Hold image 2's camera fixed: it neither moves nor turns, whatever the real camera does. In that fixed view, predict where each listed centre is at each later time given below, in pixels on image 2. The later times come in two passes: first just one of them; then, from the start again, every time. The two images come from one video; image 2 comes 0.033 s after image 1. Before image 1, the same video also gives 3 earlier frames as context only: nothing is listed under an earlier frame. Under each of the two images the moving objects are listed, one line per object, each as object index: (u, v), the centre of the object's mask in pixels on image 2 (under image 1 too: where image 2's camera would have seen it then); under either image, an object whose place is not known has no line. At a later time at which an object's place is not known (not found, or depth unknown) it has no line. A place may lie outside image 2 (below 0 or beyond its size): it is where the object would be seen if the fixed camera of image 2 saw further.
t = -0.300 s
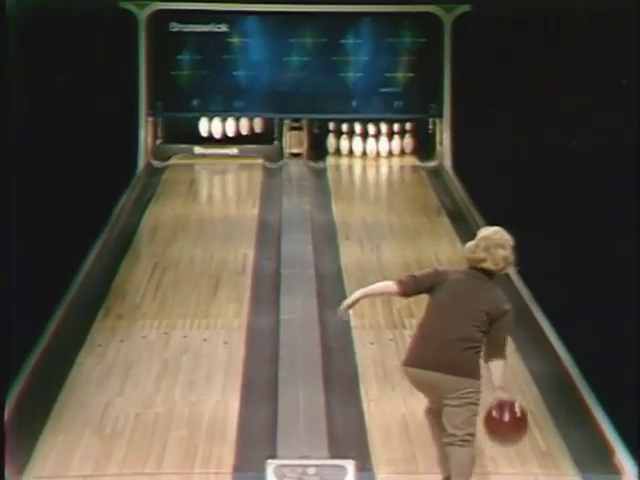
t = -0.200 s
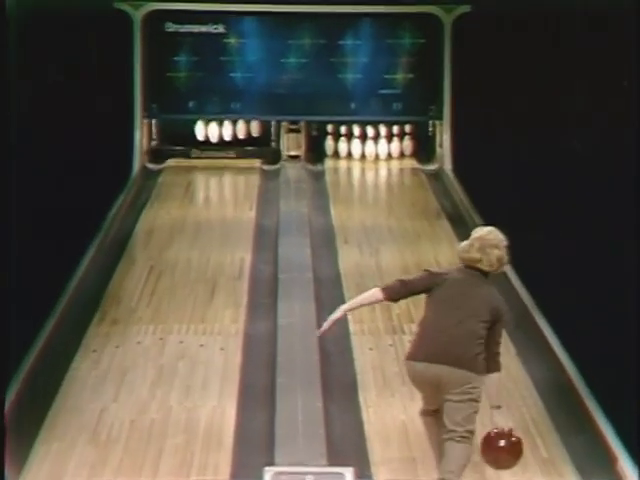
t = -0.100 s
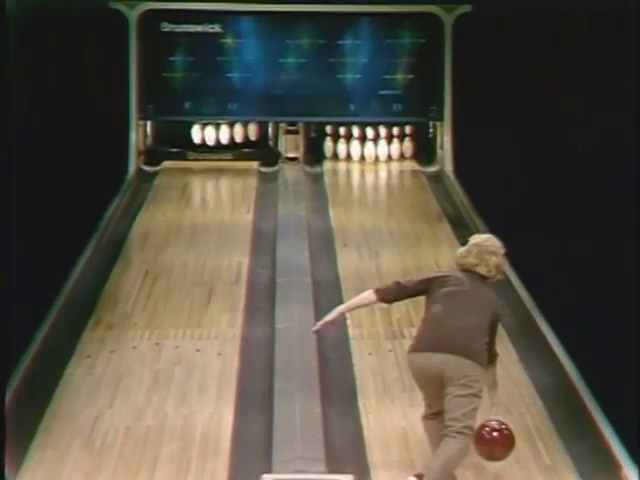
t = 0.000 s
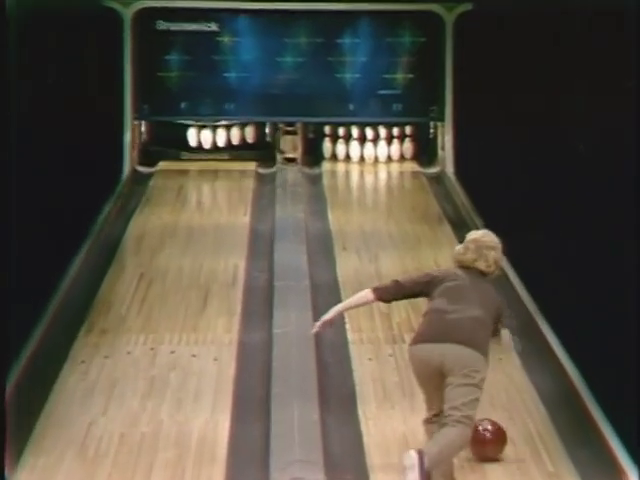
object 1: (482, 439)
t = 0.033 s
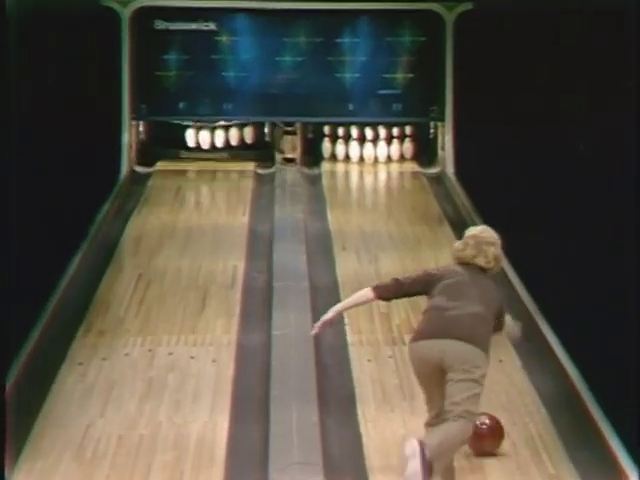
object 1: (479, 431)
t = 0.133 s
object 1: (477, 413)
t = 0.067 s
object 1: (478, 426)
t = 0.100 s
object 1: (477, 418)
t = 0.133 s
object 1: (477, 413)
